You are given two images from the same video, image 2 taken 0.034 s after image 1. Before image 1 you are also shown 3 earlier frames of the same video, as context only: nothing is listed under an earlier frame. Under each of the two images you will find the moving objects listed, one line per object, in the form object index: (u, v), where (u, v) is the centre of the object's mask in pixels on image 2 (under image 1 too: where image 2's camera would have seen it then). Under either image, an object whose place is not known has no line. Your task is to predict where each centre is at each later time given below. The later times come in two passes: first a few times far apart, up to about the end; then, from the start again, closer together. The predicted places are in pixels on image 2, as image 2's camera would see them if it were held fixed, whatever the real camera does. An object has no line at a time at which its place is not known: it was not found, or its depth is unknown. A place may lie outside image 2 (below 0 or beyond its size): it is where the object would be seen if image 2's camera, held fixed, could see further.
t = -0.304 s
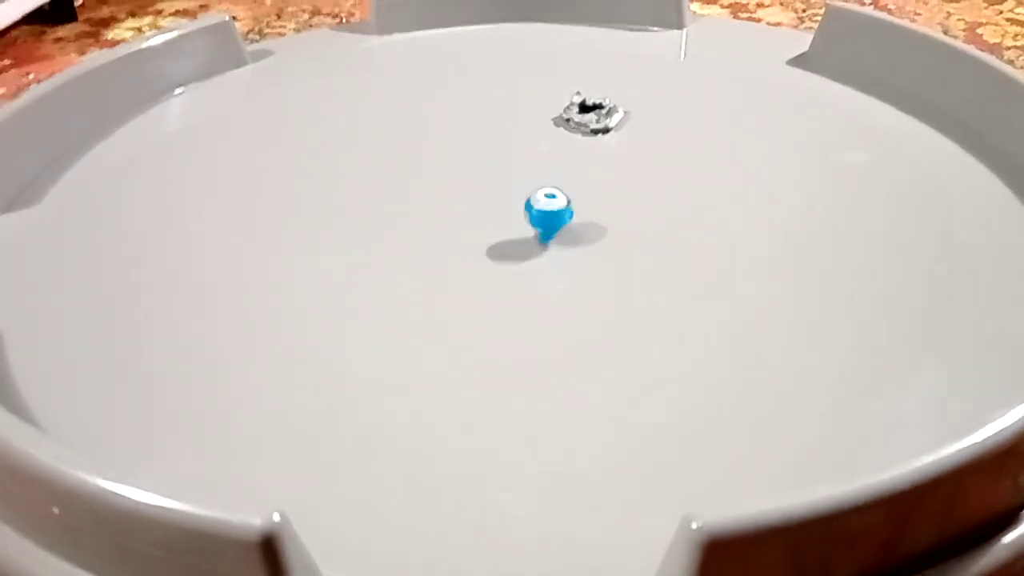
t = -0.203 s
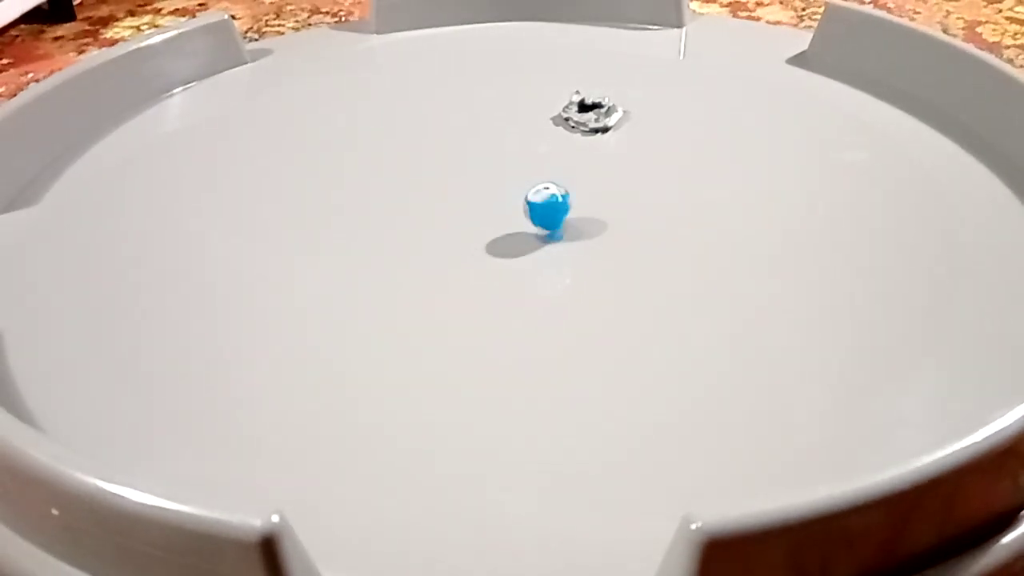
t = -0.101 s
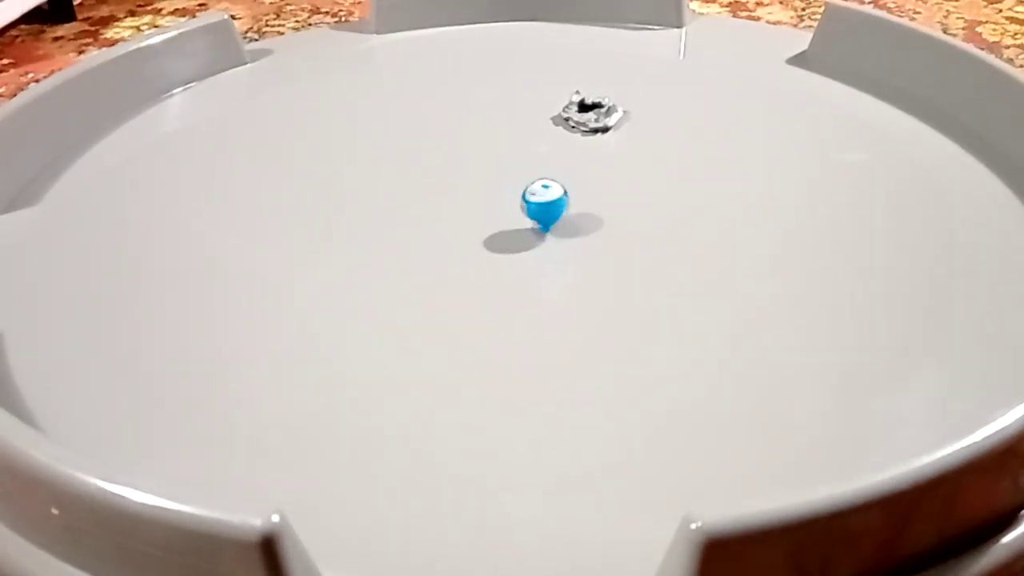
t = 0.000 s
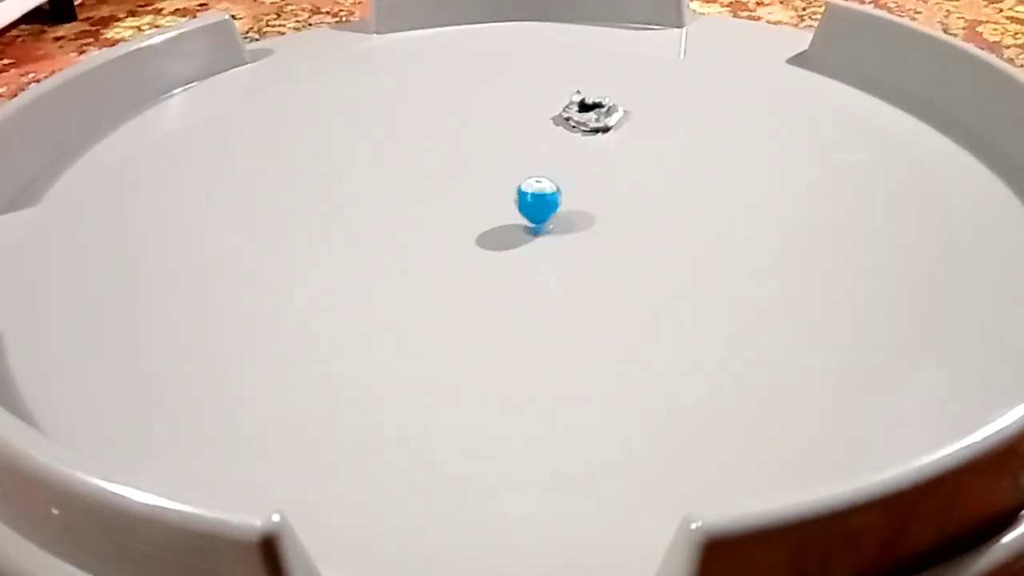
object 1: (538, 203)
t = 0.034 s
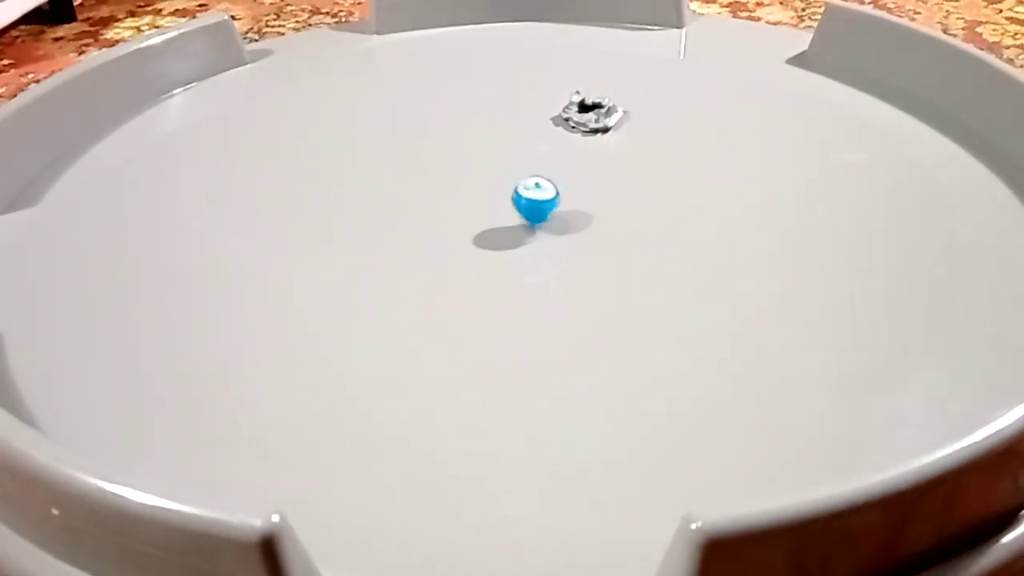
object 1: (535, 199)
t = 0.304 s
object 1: (526, 197)
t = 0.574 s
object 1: (518, 195)
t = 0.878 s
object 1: (511, 197)
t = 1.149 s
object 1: (516, 201)
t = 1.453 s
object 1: (515, 210)
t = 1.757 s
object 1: (517, 207)
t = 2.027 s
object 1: (519, 211)
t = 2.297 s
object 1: (528, 213)
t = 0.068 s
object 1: (534, 200)
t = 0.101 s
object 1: (532, 199)
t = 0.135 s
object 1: (532, 199)
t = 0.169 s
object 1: (532, 199)
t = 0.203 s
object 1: (530, 197)
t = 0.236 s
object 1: (529, 197)
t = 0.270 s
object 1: (527, 196)
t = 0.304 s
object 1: (526, 197)
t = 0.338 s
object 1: (525, 196)
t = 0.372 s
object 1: (524, 196)
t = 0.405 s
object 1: (522, 196)
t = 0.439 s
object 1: (522, 195)
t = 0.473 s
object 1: (521, 196)
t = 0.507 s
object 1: (521, 196)
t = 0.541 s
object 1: (519, 196)
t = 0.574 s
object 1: (518, 195)
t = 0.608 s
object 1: (517, 196)
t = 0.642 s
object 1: (515, 195)
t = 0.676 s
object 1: (515, 197)
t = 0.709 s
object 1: (513, 196)
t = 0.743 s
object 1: (513, 196)
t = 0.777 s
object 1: (512, 197)
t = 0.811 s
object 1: (511, 195)
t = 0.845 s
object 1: (511, 198)
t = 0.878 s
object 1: (511, 197)
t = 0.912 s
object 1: (511, 196)
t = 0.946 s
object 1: (512, 198)
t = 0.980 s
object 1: (512, 196)
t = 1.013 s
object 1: (513, 198)
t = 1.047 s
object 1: (513, 199)
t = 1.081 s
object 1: (514, 198)
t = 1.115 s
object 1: (515, 199)
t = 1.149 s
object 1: (516, 201)
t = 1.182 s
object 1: (517, 200)
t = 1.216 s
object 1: (518, 202)
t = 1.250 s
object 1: (517, 205)
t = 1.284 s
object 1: (518, 204)
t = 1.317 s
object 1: (517, 205)
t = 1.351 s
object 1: (517, 208)
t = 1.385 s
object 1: (517, 207)
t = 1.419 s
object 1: (516, 207)
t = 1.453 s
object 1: (515, 210)
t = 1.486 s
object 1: (514, 210)
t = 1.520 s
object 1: (513, 207)
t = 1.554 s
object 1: (511, 209)
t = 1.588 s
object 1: (510, 210)
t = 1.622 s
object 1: (510, 209)
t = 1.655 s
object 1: (511, 207)
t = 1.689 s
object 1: (513, 209)
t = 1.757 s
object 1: (517, 207)
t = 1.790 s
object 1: (518, 210)
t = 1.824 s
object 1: (520, 211)
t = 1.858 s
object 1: (519, 211)
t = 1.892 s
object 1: (520, 210)
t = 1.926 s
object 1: (520, 213)
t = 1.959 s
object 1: (519, 215)
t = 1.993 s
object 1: (518, 214)
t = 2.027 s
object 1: (519, 211)
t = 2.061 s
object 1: (519, 212)
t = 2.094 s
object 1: (520, 213)
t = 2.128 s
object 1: (521, 213)
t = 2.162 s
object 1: (524, 210)
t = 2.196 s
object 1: (526, 211)
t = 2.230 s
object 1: (528, 214)
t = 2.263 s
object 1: (530, 214)
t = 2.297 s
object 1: (528, 213)
